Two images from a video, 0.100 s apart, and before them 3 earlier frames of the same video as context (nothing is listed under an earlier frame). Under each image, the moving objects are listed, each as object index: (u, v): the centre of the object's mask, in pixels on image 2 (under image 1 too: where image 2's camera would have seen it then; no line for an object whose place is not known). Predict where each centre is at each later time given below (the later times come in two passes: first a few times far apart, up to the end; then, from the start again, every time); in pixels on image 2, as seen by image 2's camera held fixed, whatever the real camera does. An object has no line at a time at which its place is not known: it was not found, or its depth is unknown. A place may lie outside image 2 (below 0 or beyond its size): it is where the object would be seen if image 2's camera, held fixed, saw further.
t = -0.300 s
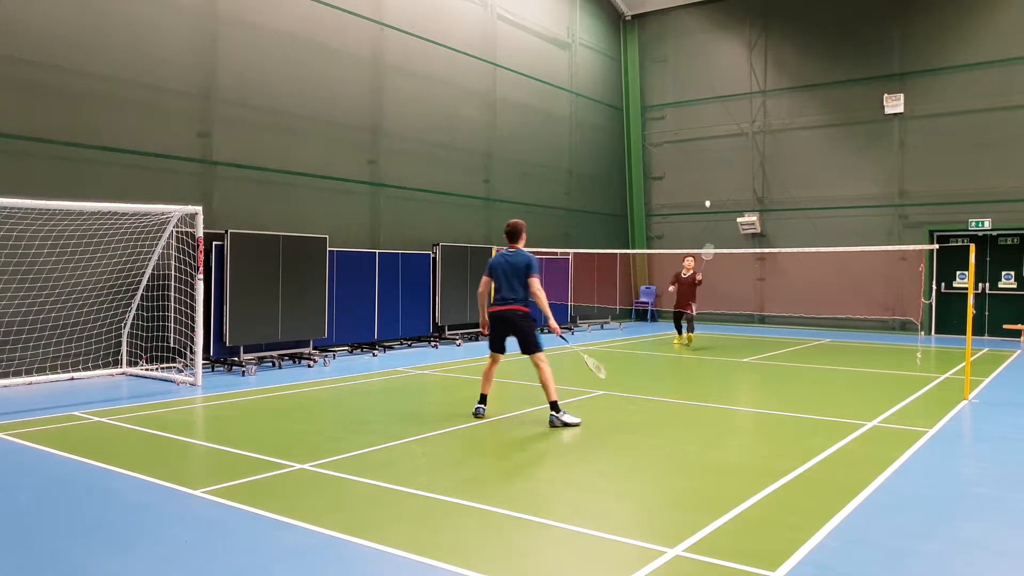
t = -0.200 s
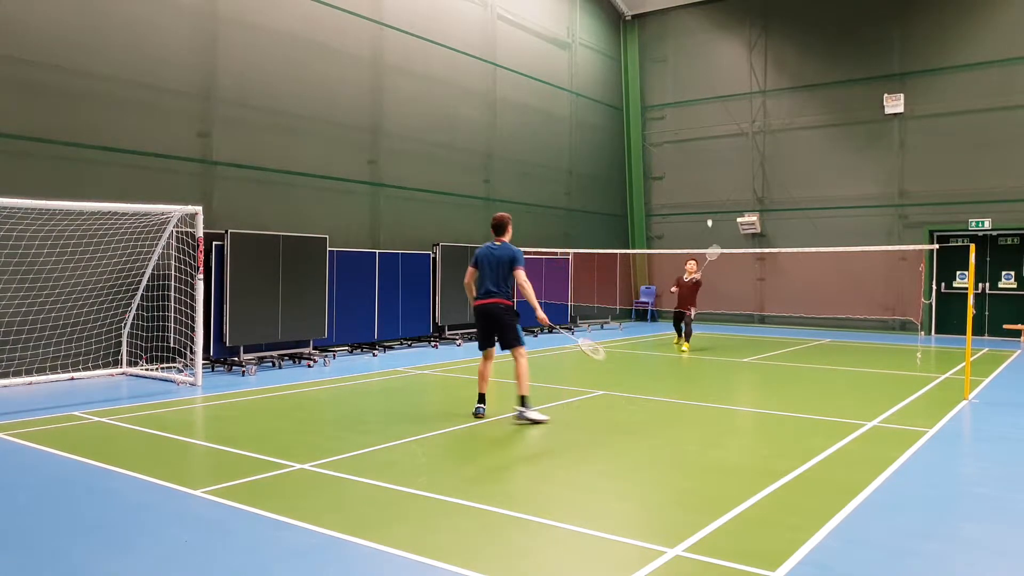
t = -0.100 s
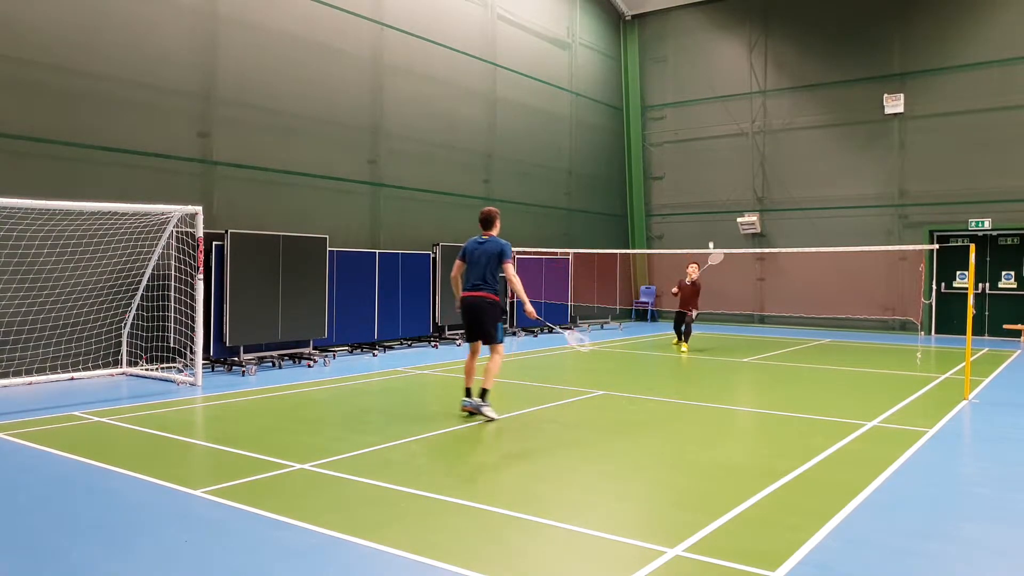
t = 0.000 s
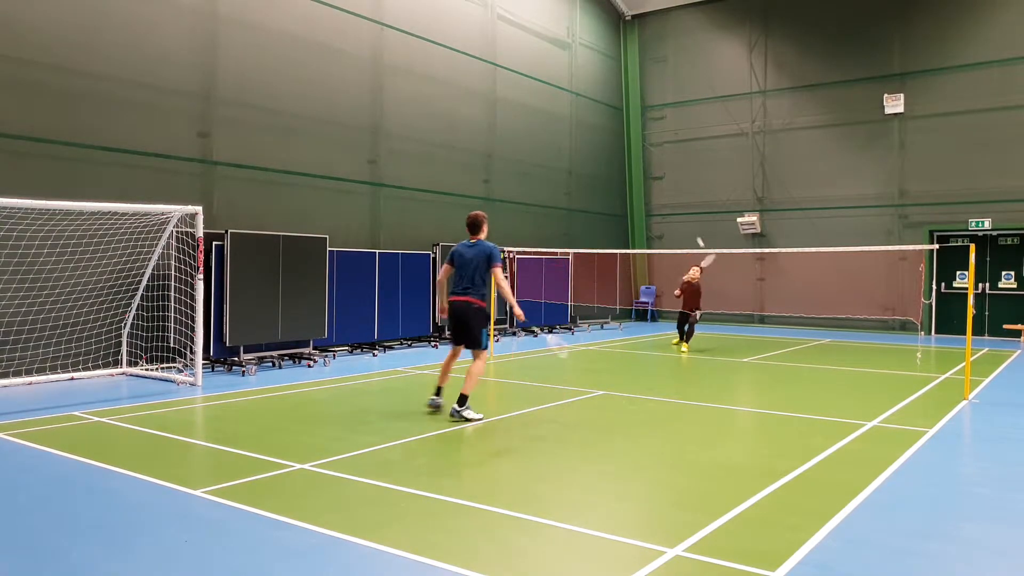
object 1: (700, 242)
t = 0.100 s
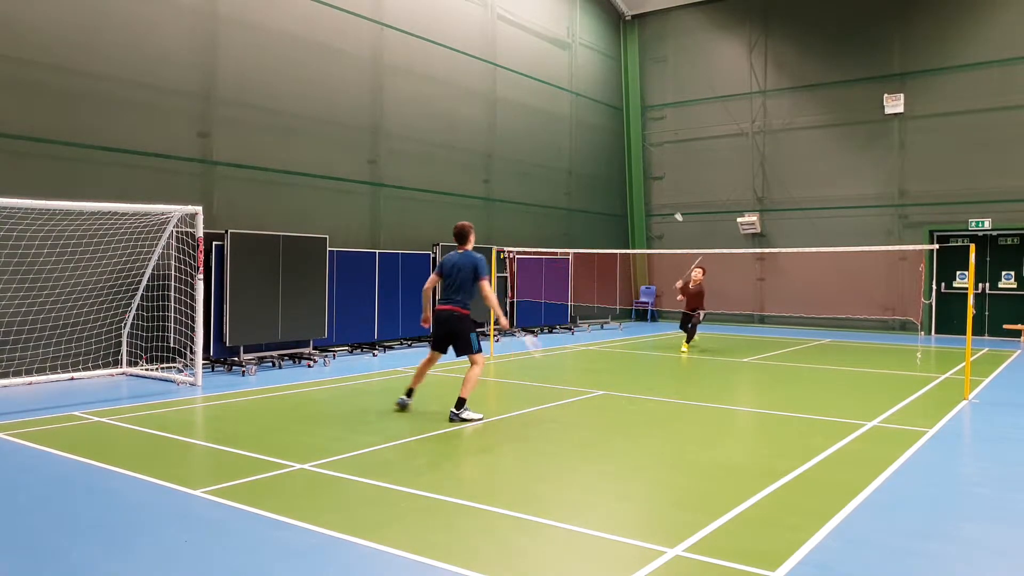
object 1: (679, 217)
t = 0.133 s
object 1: (673, 209)
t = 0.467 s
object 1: (625, 188)
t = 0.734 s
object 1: (586, 230)
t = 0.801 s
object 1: (578, 249)
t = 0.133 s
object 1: (673, 209)
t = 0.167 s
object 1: (668, 204)
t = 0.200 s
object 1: (664, 199)
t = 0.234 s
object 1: (661, 193)
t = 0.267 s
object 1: (656, 189)
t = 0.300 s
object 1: (650, 187)
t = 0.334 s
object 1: (645, 185)
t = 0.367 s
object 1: (640, 185)
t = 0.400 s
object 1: (635, 185)
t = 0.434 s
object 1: (630, 186)
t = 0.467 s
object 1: (625, 188)
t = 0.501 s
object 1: (621, 189)
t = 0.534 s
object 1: (615, 192)
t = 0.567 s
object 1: (610, 196)
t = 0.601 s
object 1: (605, 201)
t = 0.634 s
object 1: (601, 207)
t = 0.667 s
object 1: (596, 214)
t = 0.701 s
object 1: (591, 222)
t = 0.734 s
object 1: (586, 230)
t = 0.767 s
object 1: (582, 240)
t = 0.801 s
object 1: (578, 249)
